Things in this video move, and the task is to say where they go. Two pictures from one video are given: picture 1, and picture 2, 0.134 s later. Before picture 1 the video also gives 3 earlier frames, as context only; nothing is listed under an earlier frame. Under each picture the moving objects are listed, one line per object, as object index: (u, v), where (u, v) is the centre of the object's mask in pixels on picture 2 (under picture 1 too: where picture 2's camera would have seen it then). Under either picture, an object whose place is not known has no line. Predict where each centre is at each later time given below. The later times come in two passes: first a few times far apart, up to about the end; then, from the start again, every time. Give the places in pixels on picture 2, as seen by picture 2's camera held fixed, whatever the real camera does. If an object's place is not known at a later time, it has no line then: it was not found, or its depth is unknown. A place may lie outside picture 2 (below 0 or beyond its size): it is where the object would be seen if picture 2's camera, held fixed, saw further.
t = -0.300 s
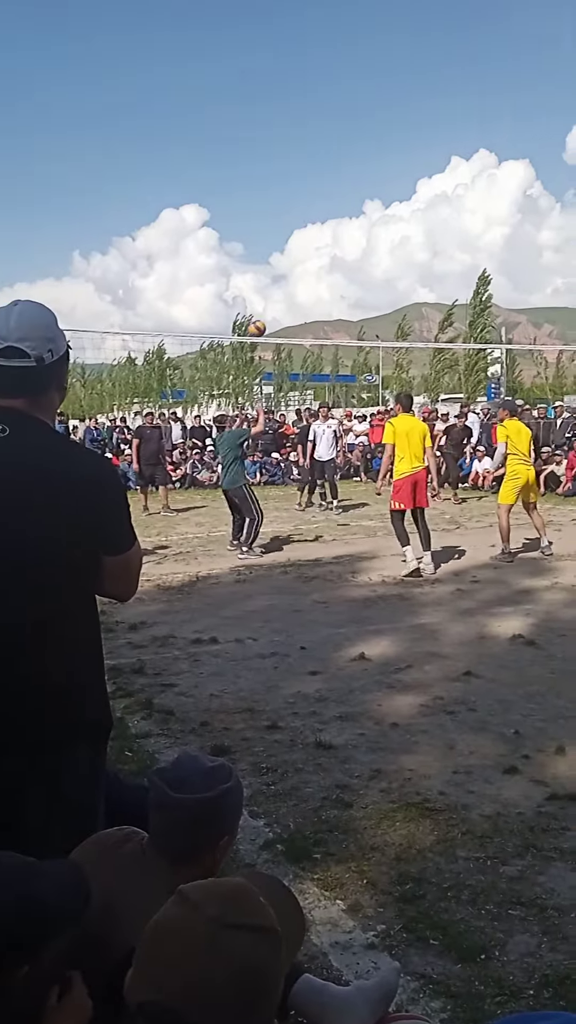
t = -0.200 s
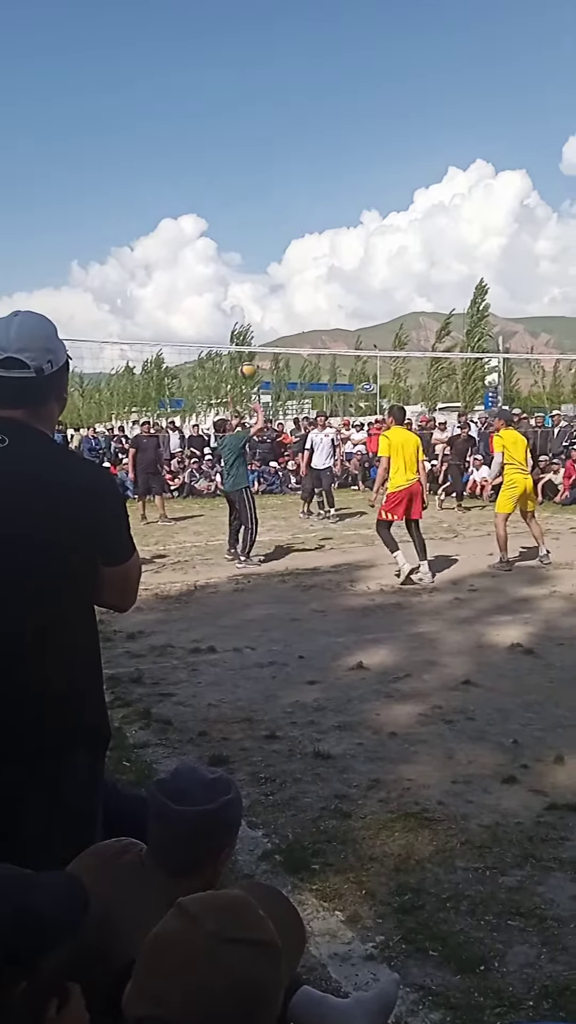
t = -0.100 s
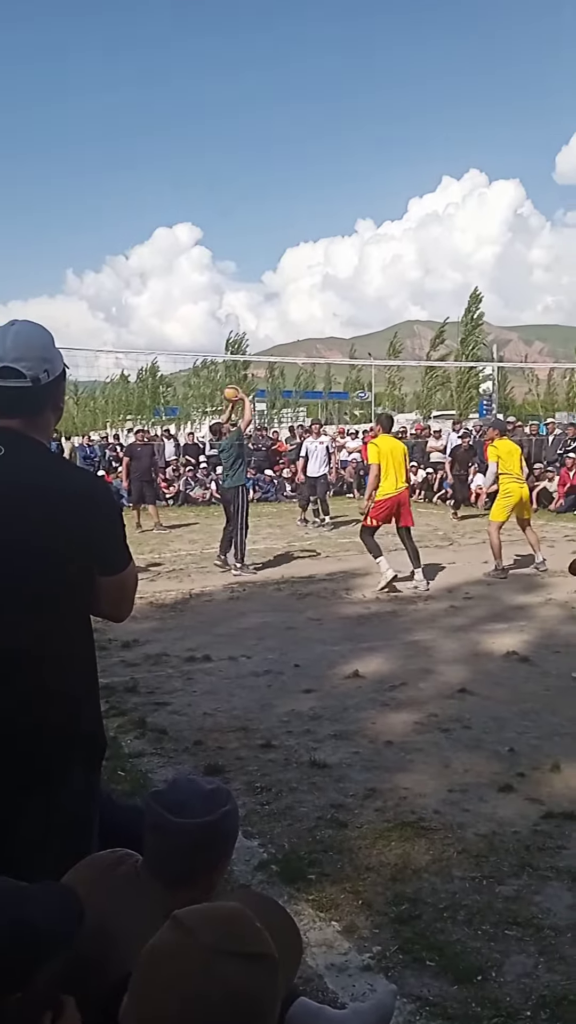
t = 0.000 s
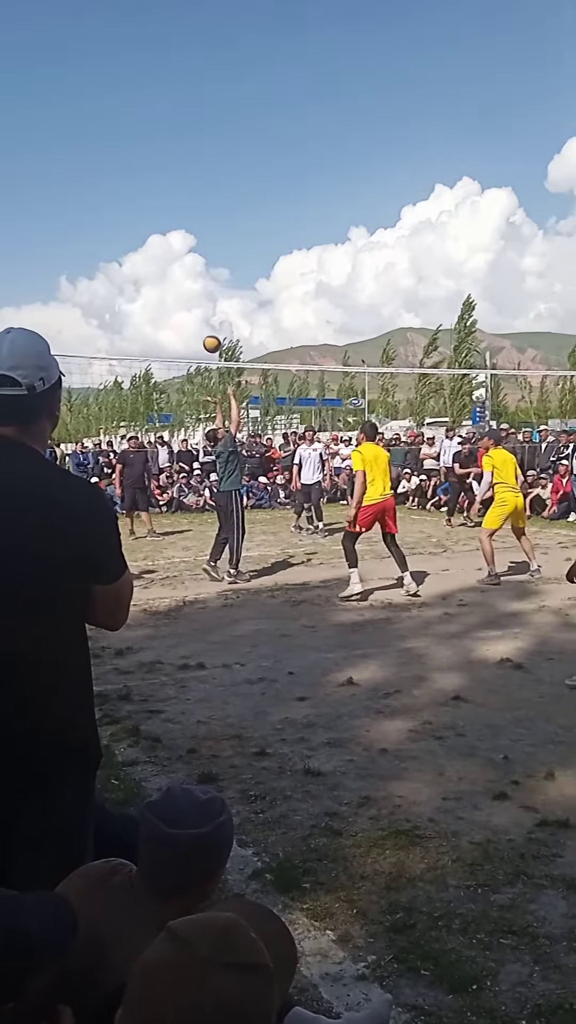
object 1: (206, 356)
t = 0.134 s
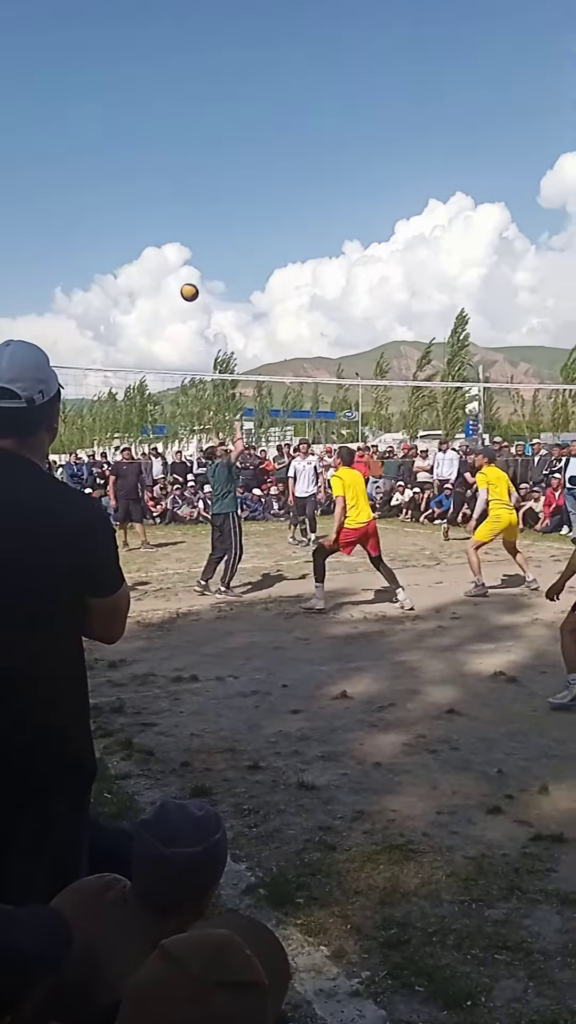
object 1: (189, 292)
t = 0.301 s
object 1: (169, 234)
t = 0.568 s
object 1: (139, 193)
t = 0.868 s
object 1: (105, 225)
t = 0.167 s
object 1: (185, 279)
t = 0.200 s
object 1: (182, 266)
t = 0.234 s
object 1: (178, 255)
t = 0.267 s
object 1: (173, 244)
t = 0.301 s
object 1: (169, 234)
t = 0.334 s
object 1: (166, 225)
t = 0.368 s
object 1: (162, 218)
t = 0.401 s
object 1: (158, 211)
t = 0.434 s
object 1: (154, 206)
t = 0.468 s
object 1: (150, 201)
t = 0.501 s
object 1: (147, 197)
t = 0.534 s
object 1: (143, 195)
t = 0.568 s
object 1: (139, 193)
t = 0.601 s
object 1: (134, 192)
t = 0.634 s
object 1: (130, 193)
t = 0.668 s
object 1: (127, 194)
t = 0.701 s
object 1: (123, 197)
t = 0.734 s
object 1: (119, 200)
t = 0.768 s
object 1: (116, 205)
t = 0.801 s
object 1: (112, 211)
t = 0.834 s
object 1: (109, 217)
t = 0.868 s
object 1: (105, 225)
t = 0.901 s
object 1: (101, 234)
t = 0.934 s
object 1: (97, 243)
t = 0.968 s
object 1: (94, 254)
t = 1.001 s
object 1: (90, 266)
